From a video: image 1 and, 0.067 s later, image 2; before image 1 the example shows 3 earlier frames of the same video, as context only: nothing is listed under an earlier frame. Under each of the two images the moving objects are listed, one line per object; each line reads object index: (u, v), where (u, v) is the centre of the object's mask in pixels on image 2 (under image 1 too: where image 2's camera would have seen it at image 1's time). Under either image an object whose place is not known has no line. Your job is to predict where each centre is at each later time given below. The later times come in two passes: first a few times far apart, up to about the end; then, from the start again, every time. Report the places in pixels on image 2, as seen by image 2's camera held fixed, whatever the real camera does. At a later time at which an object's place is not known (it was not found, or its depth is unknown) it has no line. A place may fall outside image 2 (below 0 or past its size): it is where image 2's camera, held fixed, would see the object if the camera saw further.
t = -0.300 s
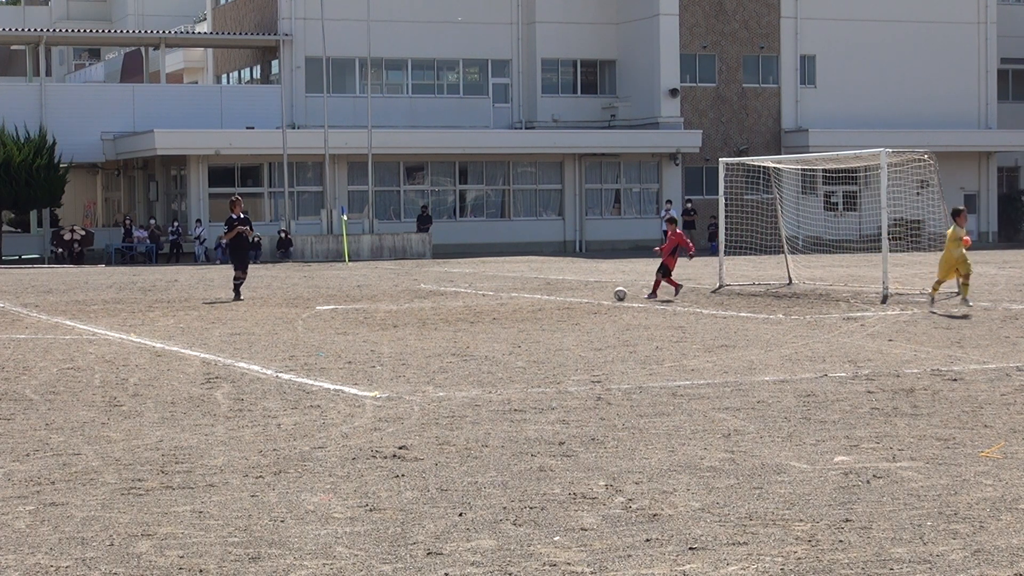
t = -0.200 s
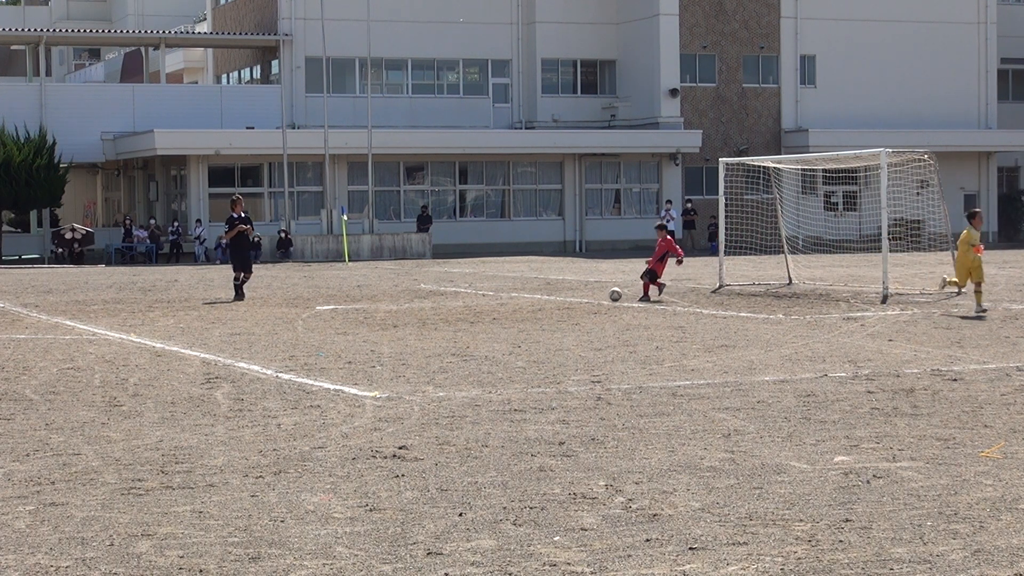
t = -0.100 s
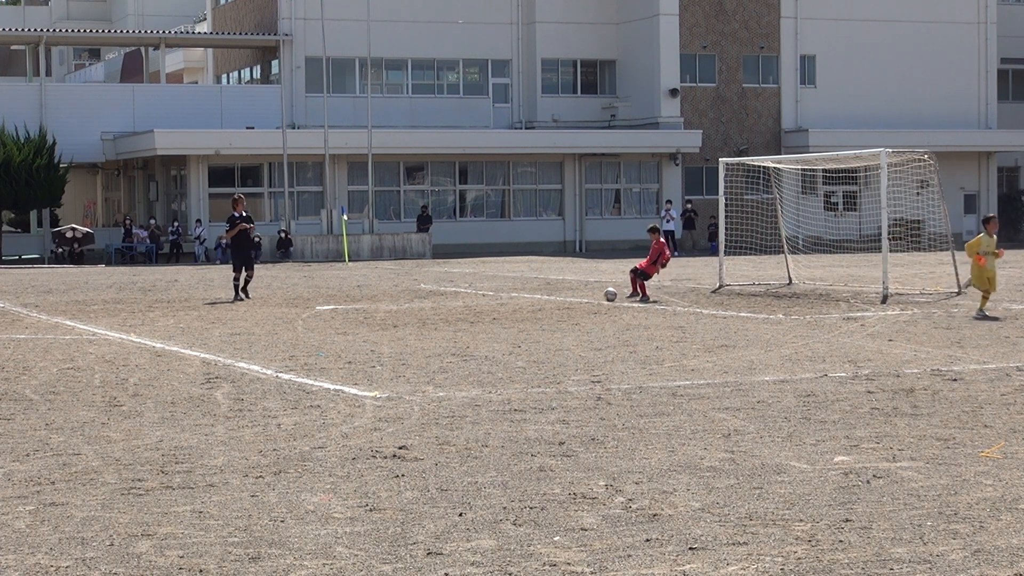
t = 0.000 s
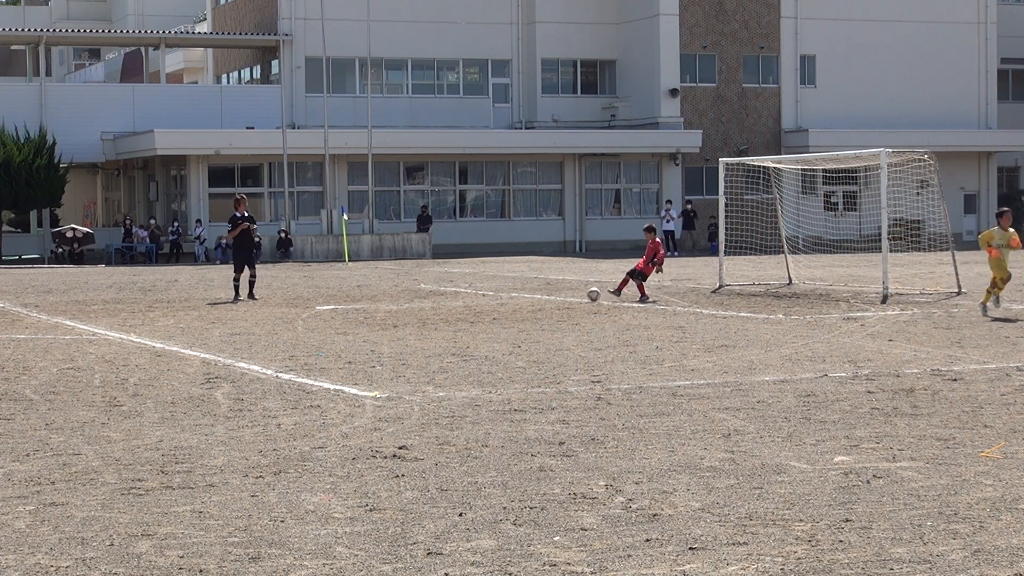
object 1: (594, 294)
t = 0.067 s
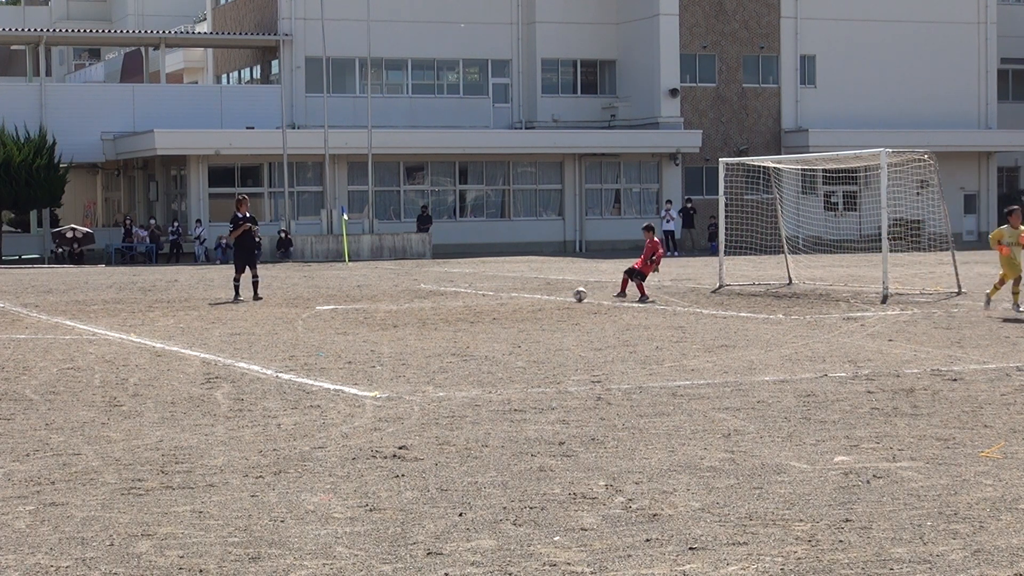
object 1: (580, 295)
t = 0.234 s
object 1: (549, 296)
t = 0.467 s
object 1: (507, 297)
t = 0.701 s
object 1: (468, 298)
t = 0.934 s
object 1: (430, 299)
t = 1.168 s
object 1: (394, 299)
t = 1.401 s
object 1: (359, 301)
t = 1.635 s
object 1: (326, 302)
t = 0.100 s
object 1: (574, 294)
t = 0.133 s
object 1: (567, 295)
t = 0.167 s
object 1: (561, 296)
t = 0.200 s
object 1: (555, 295)
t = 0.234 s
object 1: (549, 296)
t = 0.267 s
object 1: (543, 296)
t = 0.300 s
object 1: (537, 296)
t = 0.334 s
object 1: (531, 296)
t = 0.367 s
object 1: (525, 296)
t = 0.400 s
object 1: (519, 296)
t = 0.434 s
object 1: (513, 297)
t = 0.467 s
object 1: (507, 297)
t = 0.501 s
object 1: (502, 297)
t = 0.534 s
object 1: (496, 297)
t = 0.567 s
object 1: (490, 298)
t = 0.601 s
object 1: (484, 298)
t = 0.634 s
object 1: (479, 298)
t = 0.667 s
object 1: (473, 298)
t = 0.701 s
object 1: (468, 298)
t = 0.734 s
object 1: (462, 298)
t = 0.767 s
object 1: (456, 299)
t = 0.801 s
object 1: (451, 299)
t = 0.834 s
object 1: (445, 298)
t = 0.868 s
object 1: (440, 297)
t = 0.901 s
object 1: (435, 298)
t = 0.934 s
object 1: (430, 299)
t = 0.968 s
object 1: (425, 299)
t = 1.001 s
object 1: (420, 298)
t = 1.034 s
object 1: (415, 298)
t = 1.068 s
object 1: (409, 298)
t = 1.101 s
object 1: (404, 299)
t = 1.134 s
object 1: (399, 300)
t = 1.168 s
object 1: (394, 299)
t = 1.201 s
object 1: (389, 300)
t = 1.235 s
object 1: (384, 300)
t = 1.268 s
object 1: (379, 300)
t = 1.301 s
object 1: (374, 300)
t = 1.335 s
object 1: (369, 300)
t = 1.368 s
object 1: (364, 300)
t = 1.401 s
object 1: (359, 301)
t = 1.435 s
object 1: (354, 301)
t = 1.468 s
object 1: (350, 301)
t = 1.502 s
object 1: (345, 300)
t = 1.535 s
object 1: (340, 301)
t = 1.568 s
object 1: (335, 302)
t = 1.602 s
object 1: (330, 302)
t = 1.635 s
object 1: (326, 302)
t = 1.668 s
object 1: (321, 302)
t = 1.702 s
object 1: (316, 302)
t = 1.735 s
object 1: (311, 302)
